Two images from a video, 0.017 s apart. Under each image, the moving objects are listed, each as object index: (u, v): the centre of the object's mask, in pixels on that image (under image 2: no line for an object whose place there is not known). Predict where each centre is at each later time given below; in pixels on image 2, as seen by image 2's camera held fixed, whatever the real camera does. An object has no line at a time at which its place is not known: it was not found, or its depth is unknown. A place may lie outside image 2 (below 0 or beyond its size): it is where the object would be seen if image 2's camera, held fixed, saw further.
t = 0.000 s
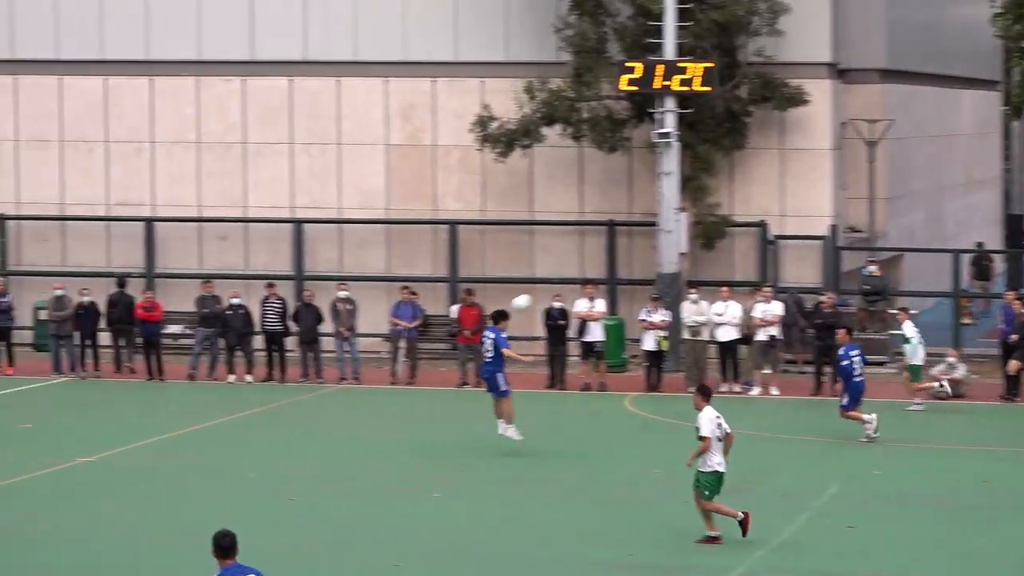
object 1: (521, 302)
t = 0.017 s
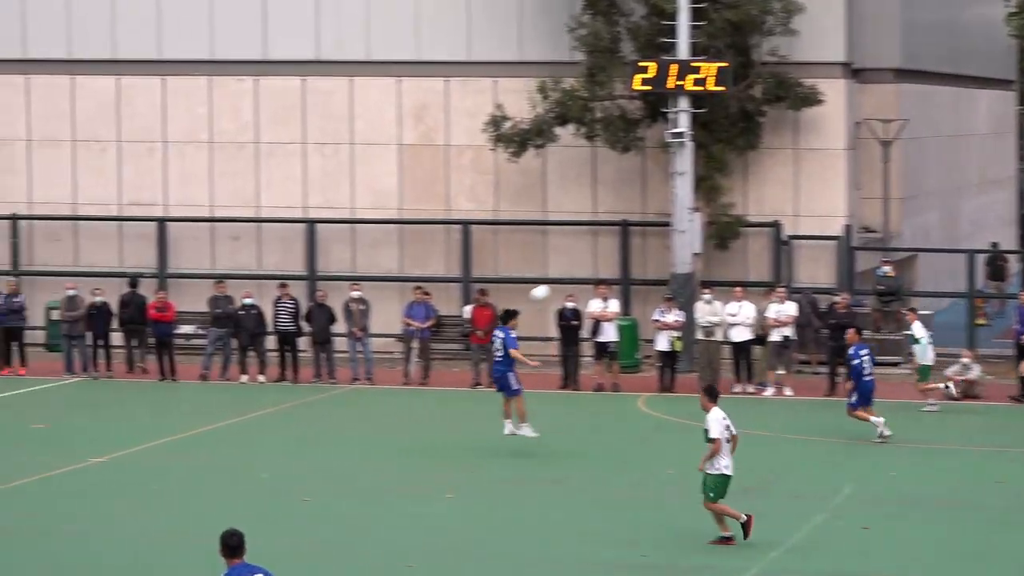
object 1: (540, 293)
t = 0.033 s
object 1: (545, 283)
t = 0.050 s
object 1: (550, 275)
